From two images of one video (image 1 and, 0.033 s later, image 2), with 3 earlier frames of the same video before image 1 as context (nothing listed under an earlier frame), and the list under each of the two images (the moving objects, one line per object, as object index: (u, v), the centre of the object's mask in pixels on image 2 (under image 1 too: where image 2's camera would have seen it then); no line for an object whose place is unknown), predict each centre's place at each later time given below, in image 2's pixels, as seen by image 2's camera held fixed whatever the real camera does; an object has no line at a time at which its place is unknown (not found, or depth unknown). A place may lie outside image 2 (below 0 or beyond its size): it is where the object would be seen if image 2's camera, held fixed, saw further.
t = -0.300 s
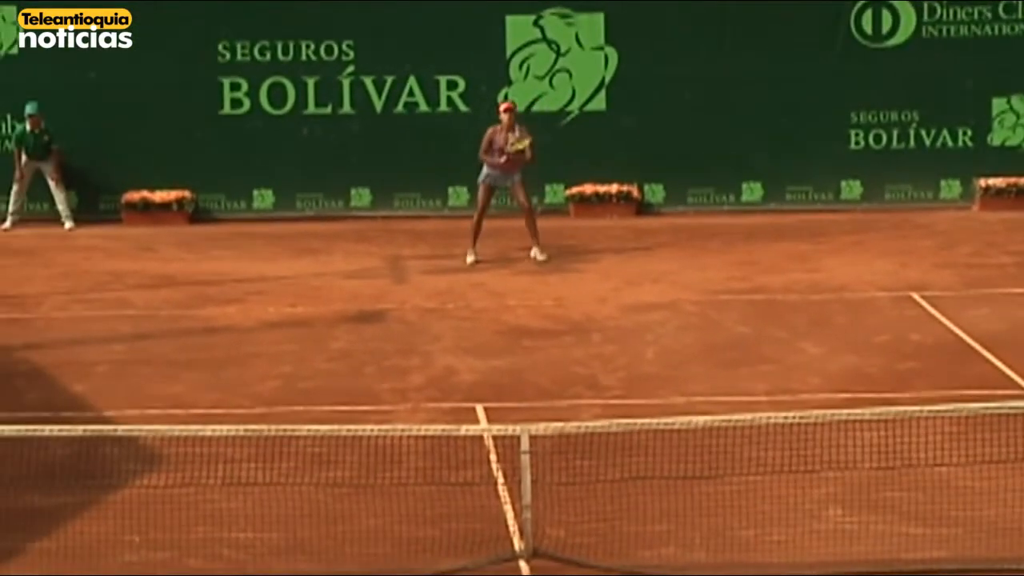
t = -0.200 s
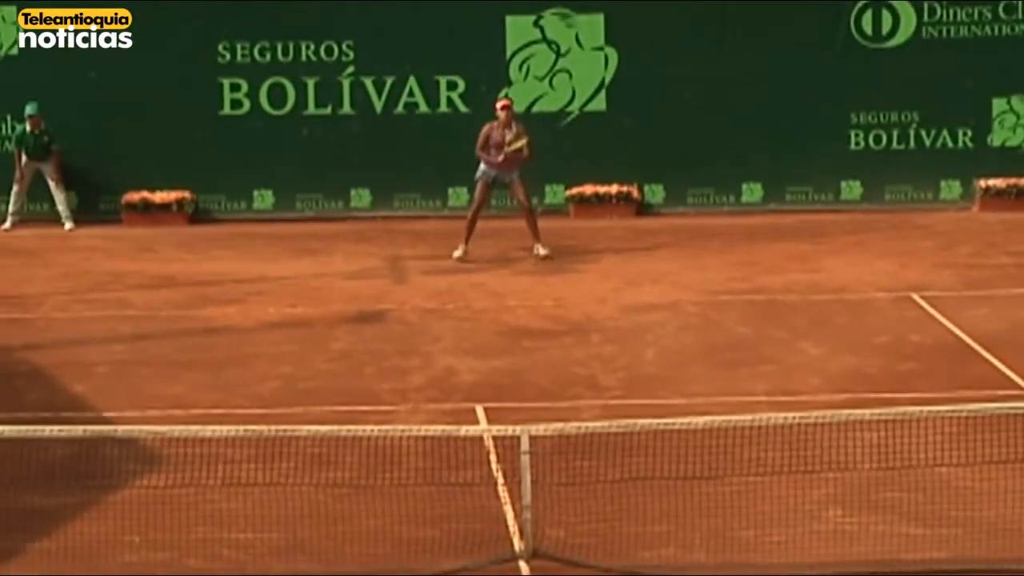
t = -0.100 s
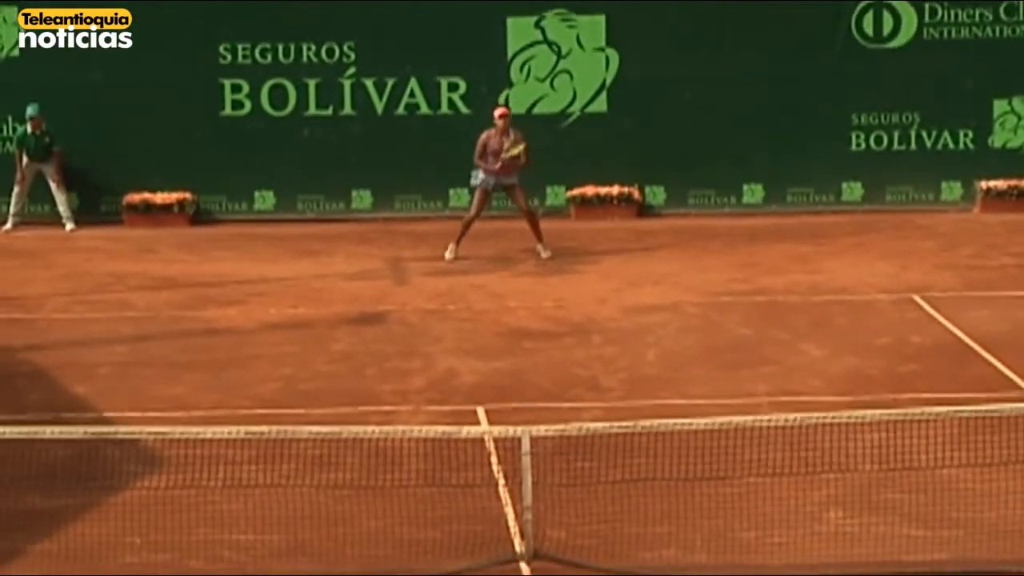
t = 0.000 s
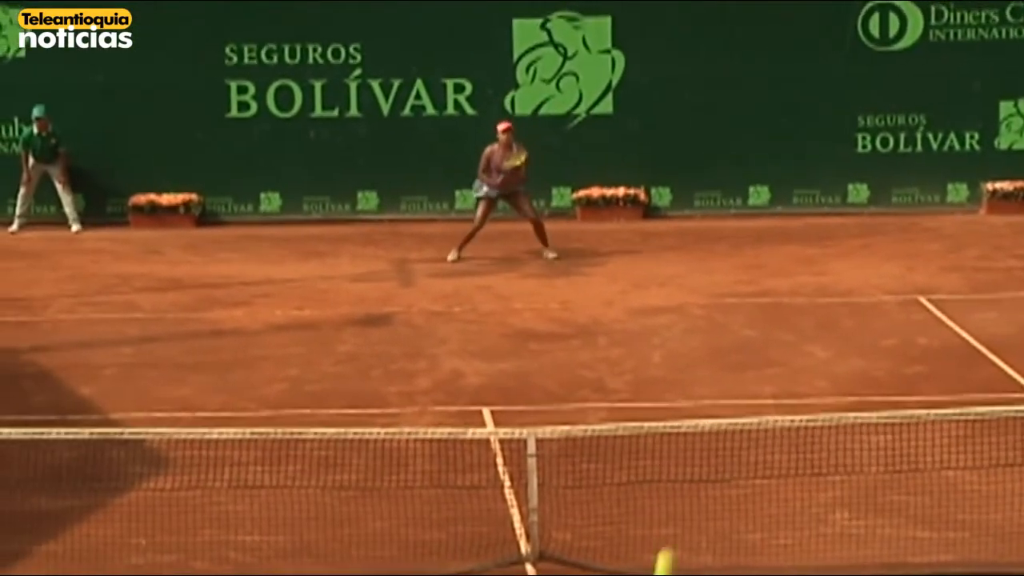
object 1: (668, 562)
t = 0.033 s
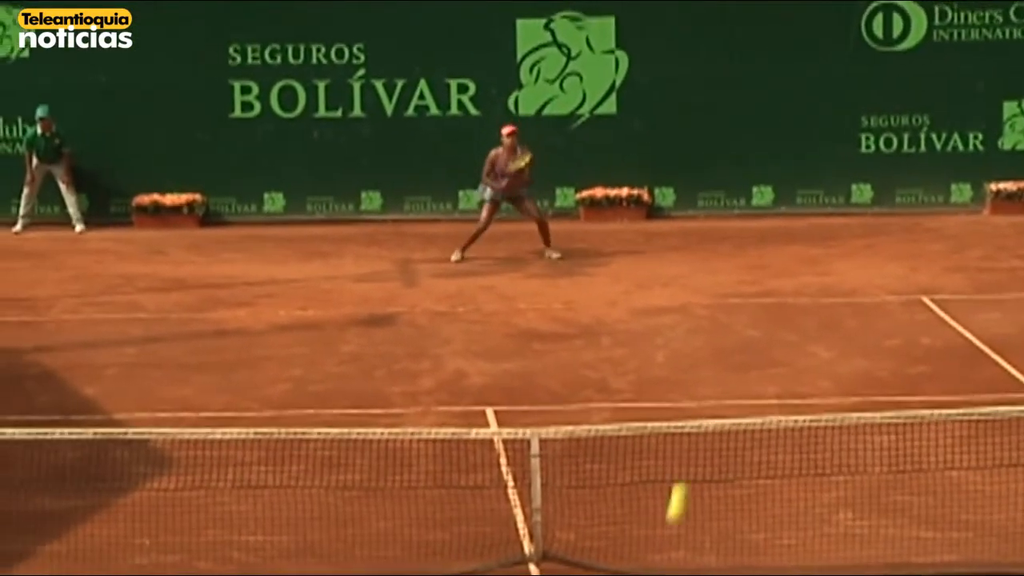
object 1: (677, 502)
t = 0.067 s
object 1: (686, 447)
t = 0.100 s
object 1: (694, 402)
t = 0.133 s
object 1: (702, 367)
